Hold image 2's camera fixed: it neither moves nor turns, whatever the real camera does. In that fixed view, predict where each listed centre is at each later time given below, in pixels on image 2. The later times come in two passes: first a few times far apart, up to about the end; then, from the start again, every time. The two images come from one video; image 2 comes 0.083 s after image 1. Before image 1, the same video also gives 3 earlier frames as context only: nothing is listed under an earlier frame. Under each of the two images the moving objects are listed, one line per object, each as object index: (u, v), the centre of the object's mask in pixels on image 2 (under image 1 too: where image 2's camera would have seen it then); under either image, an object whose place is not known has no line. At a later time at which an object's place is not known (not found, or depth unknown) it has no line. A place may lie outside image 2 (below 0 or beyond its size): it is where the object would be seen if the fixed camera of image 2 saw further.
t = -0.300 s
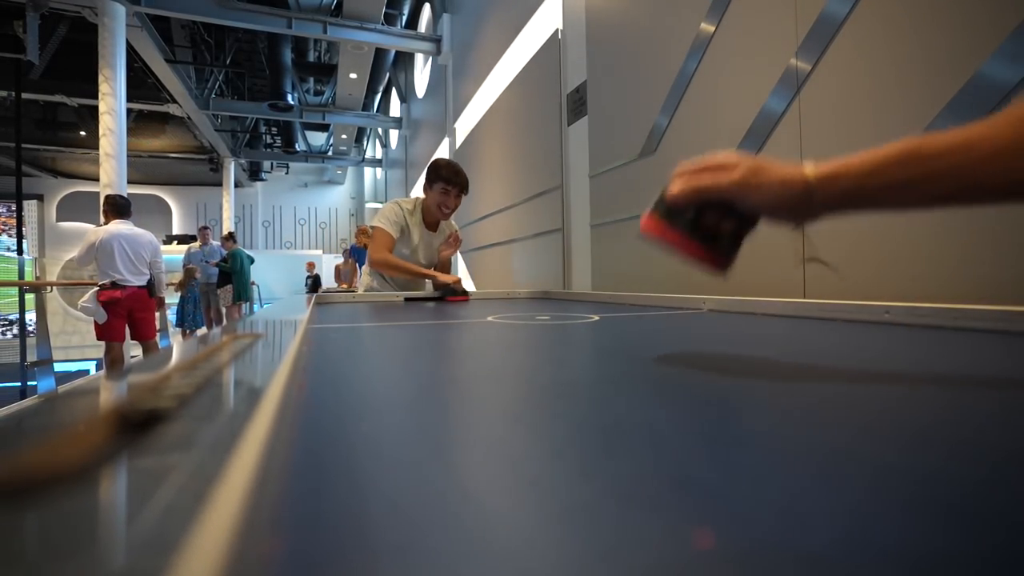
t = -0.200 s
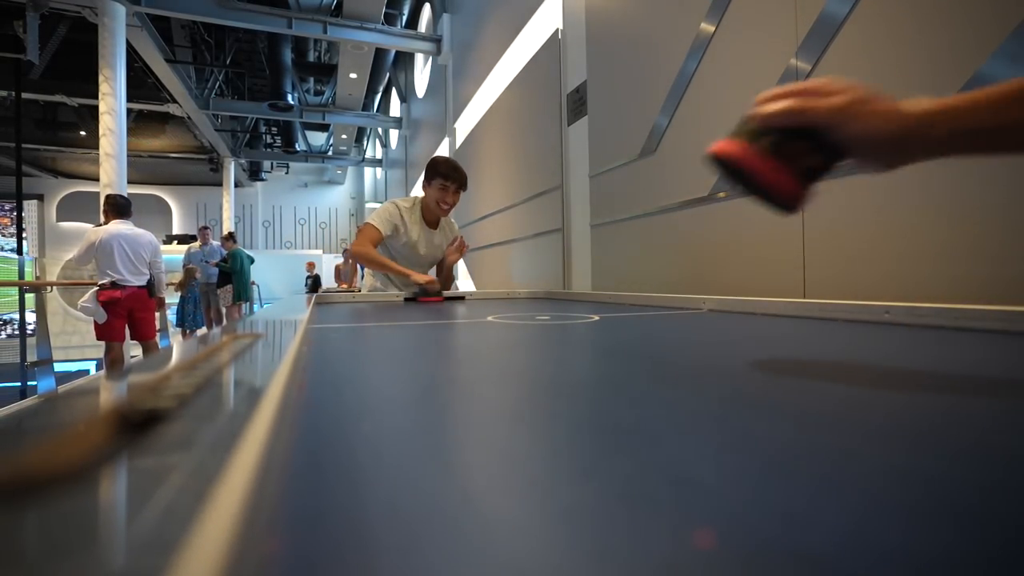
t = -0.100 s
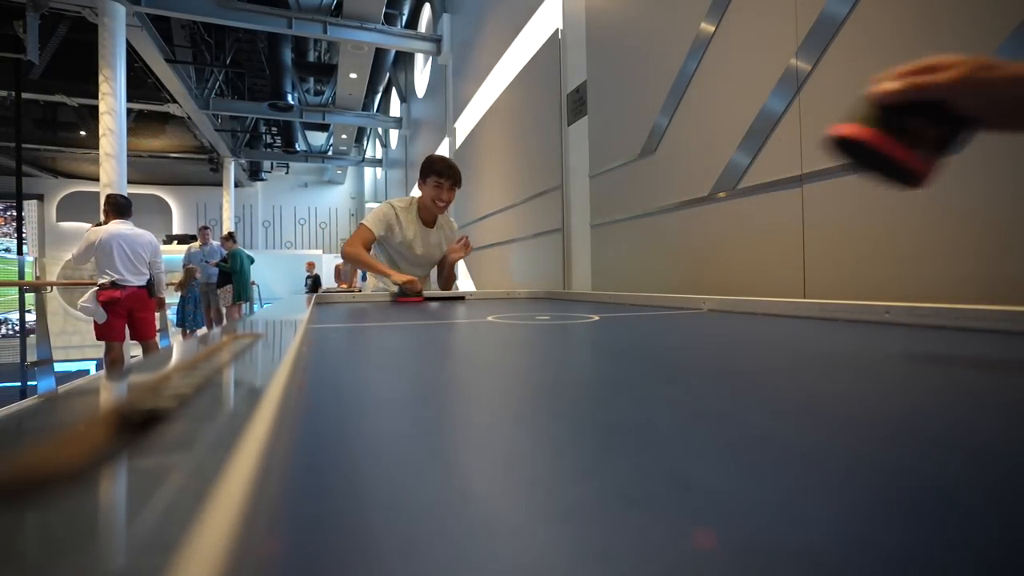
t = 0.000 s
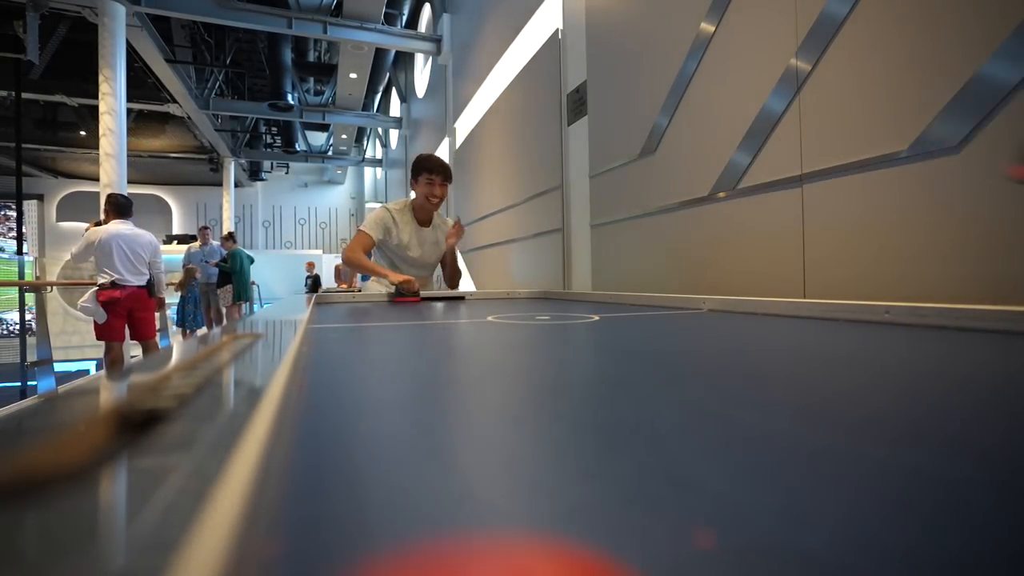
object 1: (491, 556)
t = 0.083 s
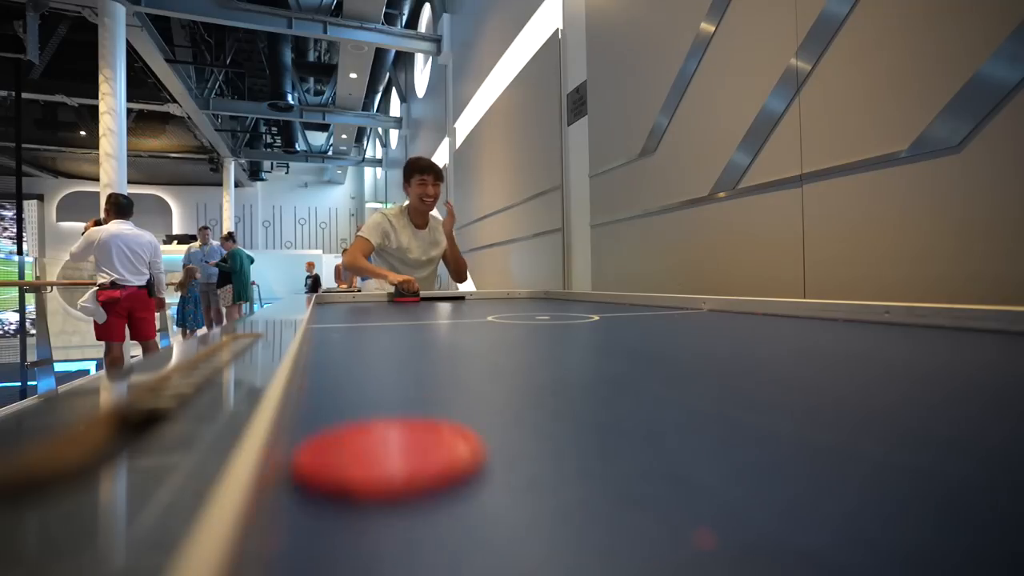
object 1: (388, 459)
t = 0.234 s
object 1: (366, 365)
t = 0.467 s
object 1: (360, 328)
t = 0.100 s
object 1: (383, 439)
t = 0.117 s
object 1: (380, 423)
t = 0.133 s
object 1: (376, 410)
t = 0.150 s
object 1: (373, 400)
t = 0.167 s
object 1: (371, 390)
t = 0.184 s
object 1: (370, 383)
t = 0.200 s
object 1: (368, 376)
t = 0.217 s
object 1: (367, 371)
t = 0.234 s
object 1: (366, 365)
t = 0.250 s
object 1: (365, 361)
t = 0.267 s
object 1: (364, 357)
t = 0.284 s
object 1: (363, 353)
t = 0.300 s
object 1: (363, 350)
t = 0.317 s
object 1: (363, 347)
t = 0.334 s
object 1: (362, 344)
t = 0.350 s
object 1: (362, 341)
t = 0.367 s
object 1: (361, 339)
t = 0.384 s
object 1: (360, 337)
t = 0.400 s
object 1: (361, 335)
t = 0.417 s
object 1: (361, 333)
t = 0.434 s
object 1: (360, 331)
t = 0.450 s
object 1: (360, 330)
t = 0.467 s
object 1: (360, 328)
